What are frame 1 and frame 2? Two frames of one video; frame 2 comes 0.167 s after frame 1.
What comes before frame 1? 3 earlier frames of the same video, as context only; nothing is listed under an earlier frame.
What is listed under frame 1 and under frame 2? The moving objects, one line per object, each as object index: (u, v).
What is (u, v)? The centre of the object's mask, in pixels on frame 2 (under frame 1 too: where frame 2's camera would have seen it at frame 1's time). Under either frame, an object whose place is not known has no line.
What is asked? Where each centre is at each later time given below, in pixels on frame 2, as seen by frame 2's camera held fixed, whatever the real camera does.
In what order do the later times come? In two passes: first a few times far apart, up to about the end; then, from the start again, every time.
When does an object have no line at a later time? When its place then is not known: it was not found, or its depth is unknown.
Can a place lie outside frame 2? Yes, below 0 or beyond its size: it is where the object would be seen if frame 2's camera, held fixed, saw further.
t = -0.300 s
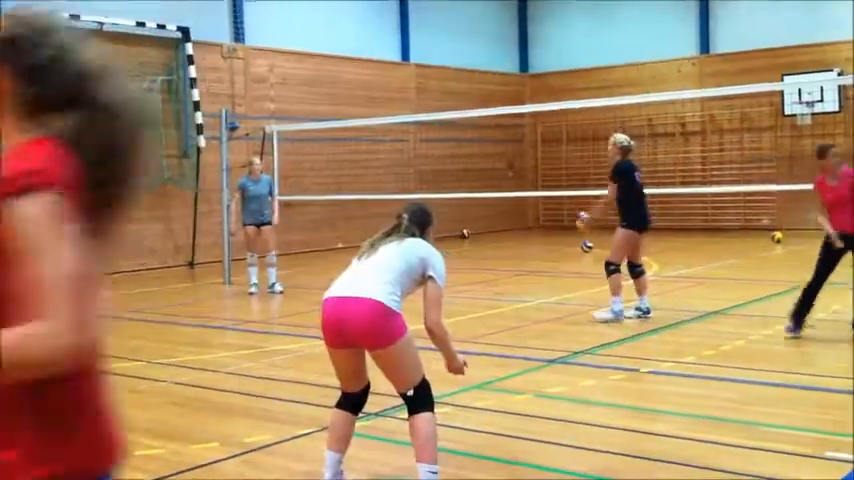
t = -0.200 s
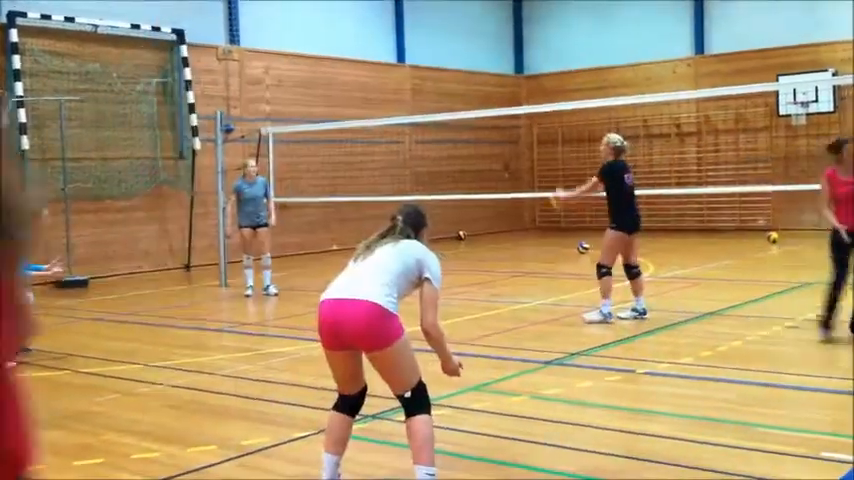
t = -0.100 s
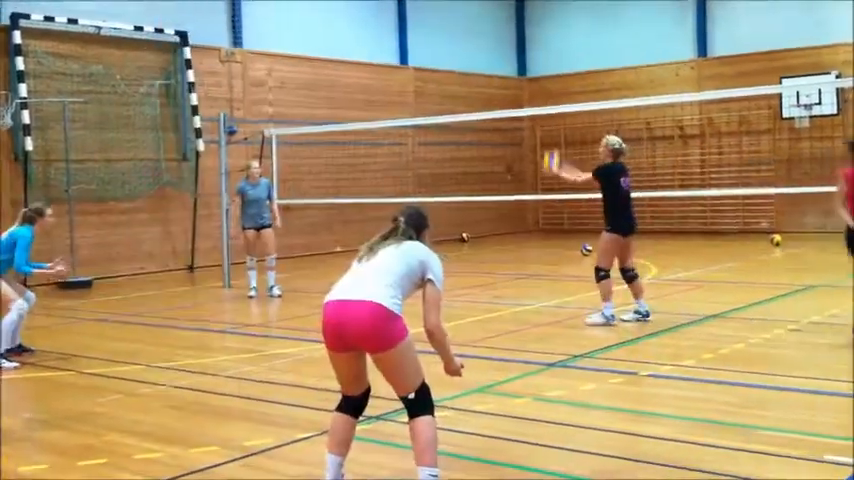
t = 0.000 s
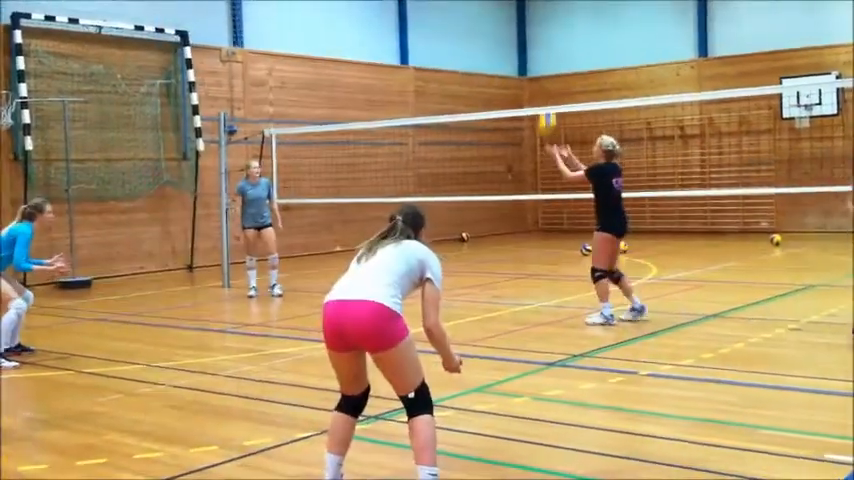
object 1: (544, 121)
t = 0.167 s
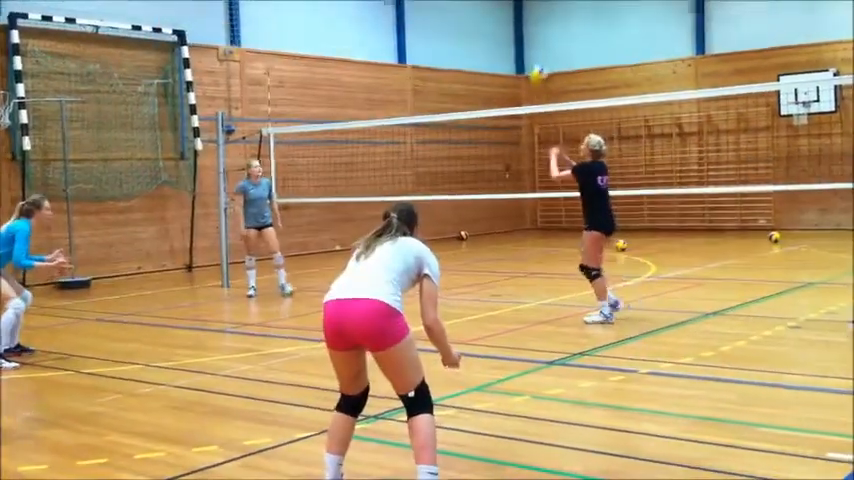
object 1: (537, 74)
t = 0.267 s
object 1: (537, 62)
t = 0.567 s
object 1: (530, 71)
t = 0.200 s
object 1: (538, 68)
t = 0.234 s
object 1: (538, 64)
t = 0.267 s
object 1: (537, 62)
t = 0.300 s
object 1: (536, 58)
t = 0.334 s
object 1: (535, 57)
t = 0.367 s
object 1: (535, 56)
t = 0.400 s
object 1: (534, 56)
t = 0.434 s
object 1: (534, 57)
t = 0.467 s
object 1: (533, 59)
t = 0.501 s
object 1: (532, 63)
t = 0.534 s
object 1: (531, 66)
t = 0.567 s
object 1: (530, 71)
